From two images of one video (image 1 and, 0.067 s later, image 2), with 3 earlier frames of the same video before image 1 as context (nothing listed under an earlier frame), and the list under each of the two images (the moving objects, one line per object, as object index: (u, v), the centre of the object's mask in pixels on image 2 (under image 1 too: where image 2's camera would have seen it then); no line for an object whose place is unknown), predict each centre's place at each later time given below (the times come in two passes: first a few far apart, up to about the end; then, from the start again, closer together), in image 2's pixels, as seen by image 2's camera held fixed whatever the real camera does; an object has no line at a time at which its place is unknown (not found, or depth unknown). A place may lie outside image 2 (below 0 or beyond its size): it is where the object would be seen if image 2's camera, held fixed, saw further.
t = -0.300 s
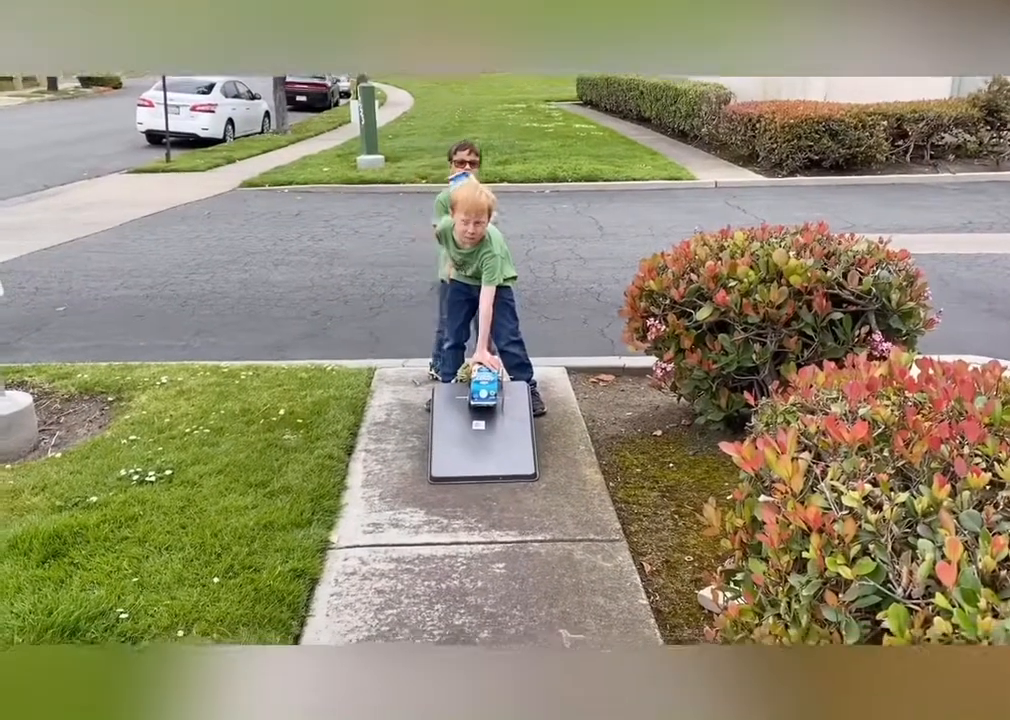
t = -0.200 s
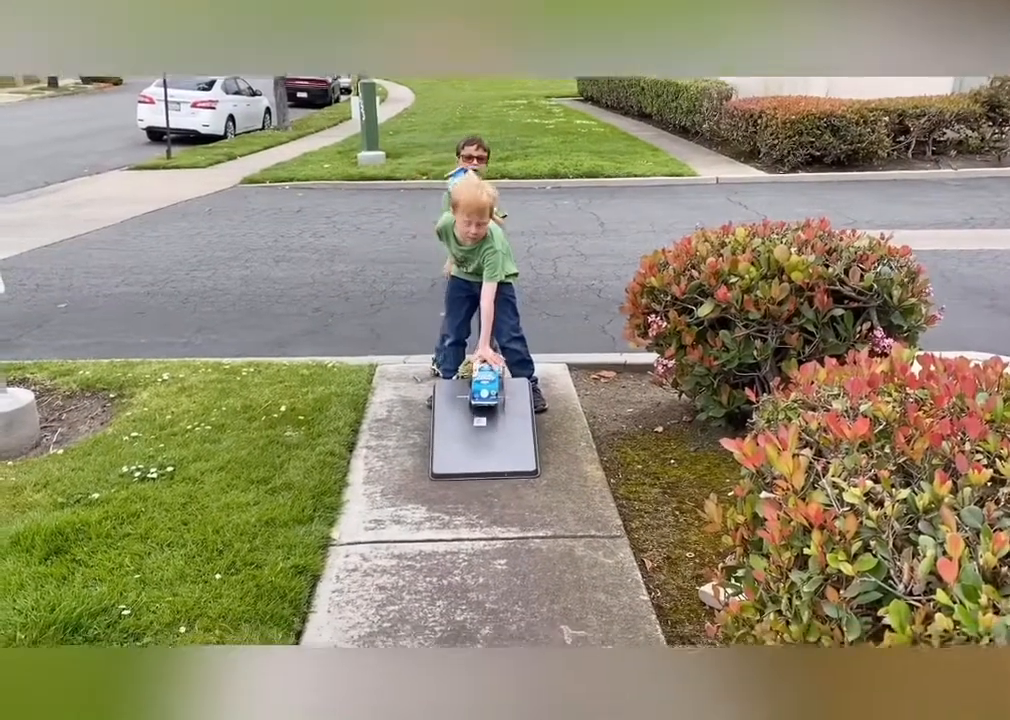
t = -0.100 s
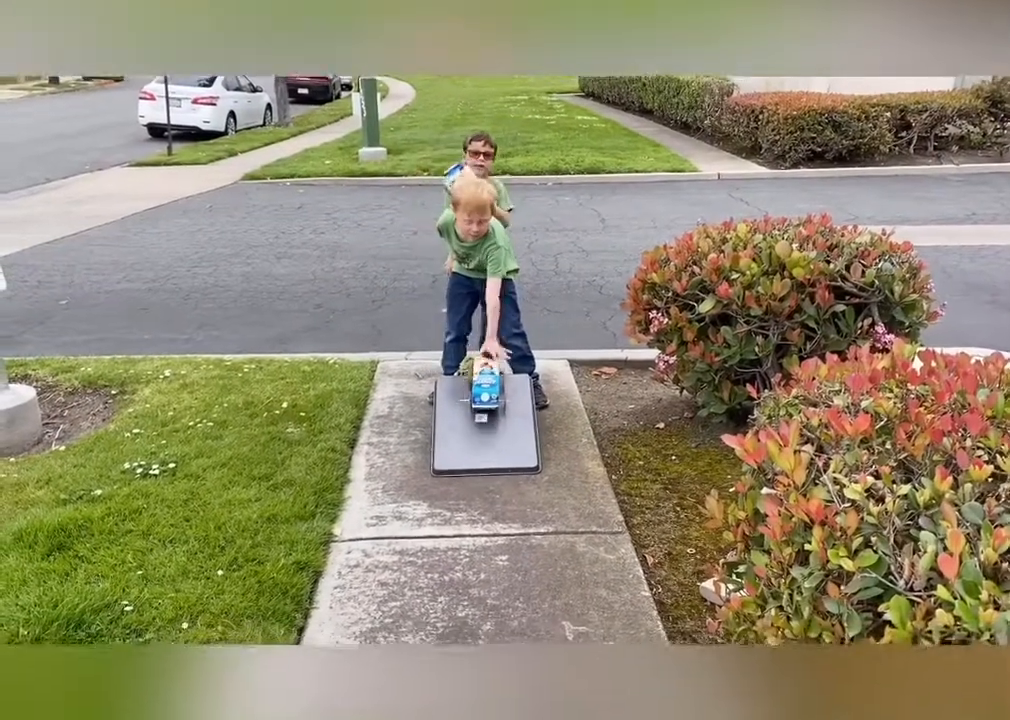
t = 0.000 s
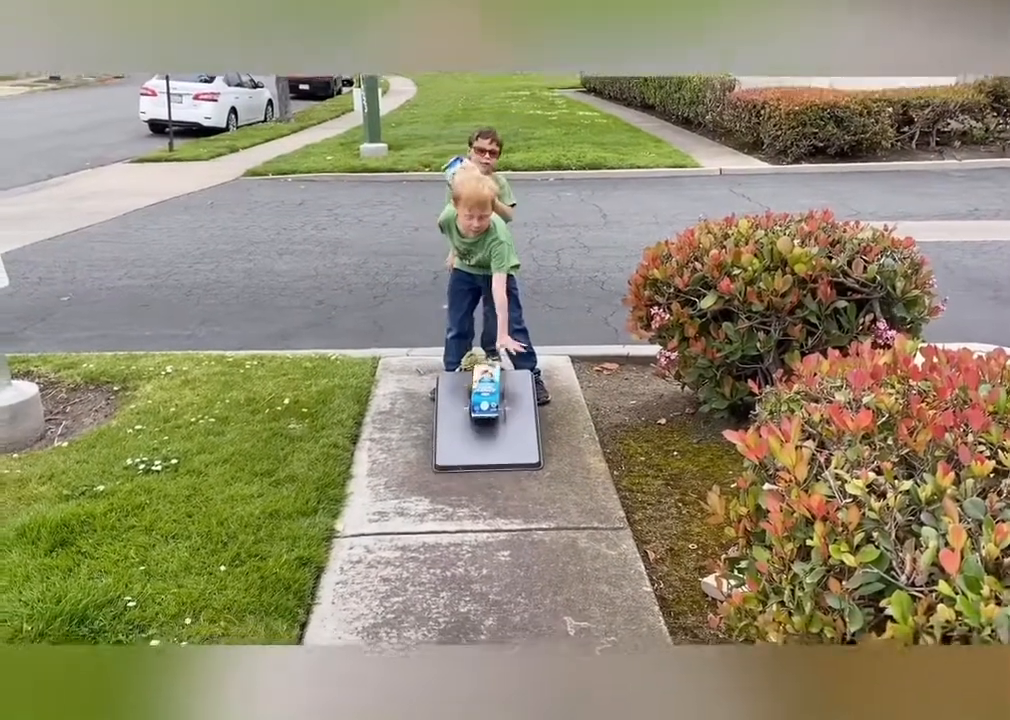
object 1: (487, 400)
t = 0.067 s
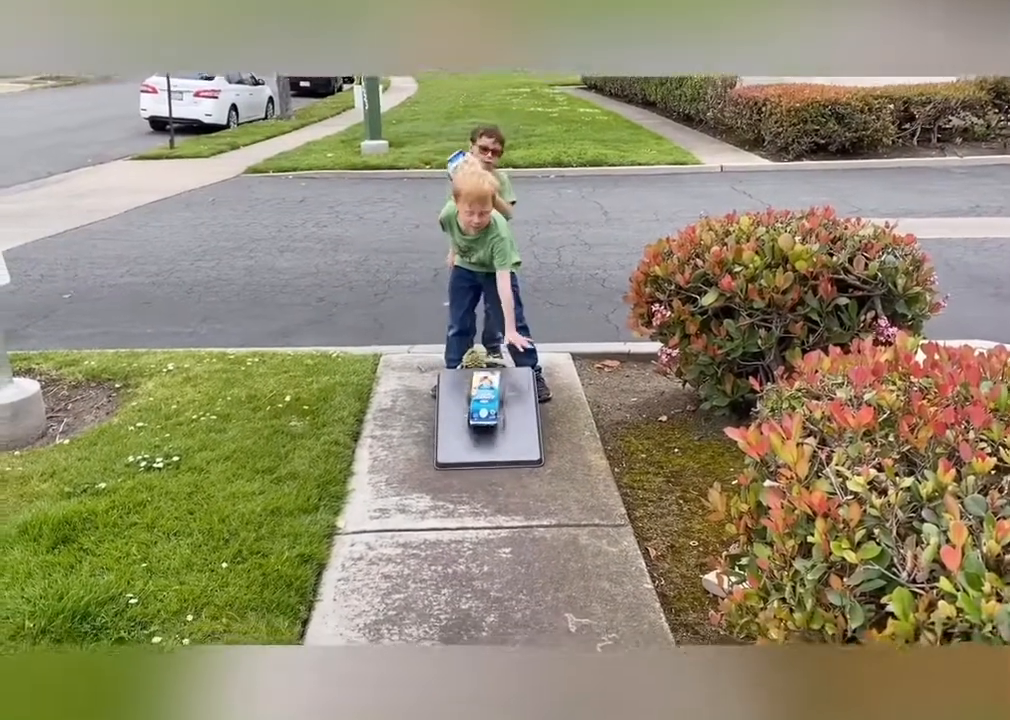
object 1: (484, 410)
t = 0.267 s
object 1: (476, 455)
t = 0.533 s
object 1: (459, 498)
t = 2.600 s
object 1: (401, 590)
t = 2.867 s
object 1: (401, 588)
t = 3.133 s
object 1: (403, 582)
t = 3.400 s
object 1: (404, 579)
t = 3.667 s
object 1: (404, 577)
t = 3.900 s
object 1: (404, 577)
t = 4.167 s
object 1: (403, 581)
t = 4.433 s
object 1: (401, 585)
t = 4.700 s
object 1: (401, 588)
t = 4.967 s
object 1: (402, 587)
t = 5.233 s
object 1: (402, 588)
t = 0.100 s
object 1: (483, 415)
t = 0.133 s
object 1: (482, 423)
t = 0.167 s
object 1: (481, 429)
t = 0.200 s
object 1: (479, 439)
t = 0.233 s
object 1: (478, 446)
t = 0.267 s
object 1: (476, 455)
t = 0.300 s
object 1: (475, 461)
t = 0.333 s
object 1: (473, 463)
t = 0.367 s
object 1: (471, 469)
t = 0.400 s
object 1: (470, 477)
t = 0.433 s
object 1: (468, 484)
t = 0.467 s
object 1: (465, 487)
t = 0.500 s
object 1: (463, 491)
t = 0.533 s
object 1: (459, 498)
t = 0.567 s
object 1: (456, 503)
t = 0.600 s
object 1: (454, 511)
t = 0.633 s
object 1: (449, 515)
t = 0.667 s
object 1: (446, 519)
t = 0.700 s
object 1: (443, 522)
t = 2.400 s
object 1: (401, 590)
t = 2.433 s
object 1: (401, 589)
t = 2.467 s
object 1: (402, 590)
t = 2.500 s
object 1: (402, 590)
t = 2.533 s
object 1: (402, 589)
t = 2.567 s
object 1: (402, 590)
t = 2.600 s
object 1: (401, 590)
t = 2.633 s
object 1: (401, 590)
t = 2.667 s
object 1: (402, 592)
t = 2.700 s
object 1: (402, 590)
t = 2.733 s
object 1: (401, 590)
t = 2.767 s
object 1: (402, 590)
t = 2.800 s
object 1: (402, 589)
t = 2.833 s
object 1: (402, 588)
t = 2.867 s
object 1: (401, 588)
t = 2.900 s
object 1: (402, 587)
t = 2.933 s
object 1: (402, 585)
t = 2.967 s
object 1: (402, 583)
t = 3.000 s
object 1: (403, 584)
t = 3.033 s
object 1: (403, 584)
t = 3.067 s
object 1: (403, 584)
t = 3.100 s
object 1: (404, 581)
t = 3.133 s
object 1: (403, 582)
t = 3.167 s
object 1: (404, 581)
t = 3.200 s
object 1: (403, 582)
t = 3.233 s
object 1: (403, 581)
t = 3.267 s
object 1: (403, 581)
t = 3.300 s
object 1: (403, 580)
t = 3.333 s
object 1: (403, 580)
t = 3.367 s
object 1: (404, 579)
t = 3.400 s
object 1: (404, 579)
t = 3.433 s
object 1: (403, 578)
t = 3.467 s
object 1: (404, 578)
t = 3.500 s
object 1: (405, 576)
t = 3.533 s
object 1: (405, 575)
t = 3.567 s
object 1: (404, 577)
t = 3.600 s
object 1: (405, 576)
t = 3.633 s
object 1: (403, 577)
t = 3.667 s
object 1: (404, 577)
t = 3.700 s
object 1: (404, 576)
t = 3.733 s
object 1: (404, 576)
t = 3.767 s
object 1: (404, 577)
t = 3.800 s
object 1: (404, 577)
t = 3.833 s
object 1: (403, 577)
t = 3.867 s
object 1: (404, 577)
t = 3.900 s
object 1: (404, 577)
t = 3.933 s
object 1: (404, 578)
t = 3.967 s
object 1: (404, 577)
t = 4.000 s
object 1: (404, 578)
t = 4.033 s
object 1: (404, 580)
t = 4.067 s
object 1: (404, 580)
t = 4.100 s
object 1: (404, 578)
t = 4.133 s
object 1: (403, 580)
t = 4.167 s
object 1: (403, 581)
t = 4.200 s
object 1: (403, 581)
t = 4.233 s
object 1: (403, 581)
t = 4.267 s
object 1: (403, 582)
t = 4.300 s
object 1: (404, 580)
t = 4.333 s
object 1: (403, 584)
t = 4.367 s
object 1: (403, 584)
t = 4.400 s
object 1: (402, 584)
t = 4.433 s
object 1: (401, 585)
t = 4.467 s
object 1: (401, 586)
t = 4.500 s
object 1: (401, 586)
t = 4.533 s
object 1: (402, 585)
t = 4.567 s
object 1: (402, 585)
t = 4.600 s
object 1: (402, 586)
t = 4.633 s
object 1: (401, 587)
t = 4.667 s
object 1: (401, 588)
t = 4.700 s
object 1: (401, 588)
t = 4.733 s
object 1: (401, 588)
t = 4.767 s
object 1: (402, 587)
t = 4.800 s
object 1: (402, 586)
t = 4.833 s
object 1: (400, 590)
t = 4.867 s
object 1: (402, 588)
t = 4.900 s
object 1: (401, 588)
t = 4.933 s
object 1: (401, 588)
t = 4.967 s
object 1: (402, 587)
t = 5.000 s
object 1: (402, 587)
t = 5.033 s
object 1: (402, 587)
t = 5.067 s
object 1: (402, 588)
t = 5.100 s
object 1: (402, 587)
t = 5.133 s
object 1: (402, 587)
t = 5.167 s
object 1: (402, 587)
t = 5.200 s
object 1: (402, 587)
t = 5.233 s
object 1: (402, 588)
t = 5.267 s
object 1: (403, 587)
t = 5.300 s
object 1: (402, 587)
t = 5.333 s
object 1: (402, 587)
